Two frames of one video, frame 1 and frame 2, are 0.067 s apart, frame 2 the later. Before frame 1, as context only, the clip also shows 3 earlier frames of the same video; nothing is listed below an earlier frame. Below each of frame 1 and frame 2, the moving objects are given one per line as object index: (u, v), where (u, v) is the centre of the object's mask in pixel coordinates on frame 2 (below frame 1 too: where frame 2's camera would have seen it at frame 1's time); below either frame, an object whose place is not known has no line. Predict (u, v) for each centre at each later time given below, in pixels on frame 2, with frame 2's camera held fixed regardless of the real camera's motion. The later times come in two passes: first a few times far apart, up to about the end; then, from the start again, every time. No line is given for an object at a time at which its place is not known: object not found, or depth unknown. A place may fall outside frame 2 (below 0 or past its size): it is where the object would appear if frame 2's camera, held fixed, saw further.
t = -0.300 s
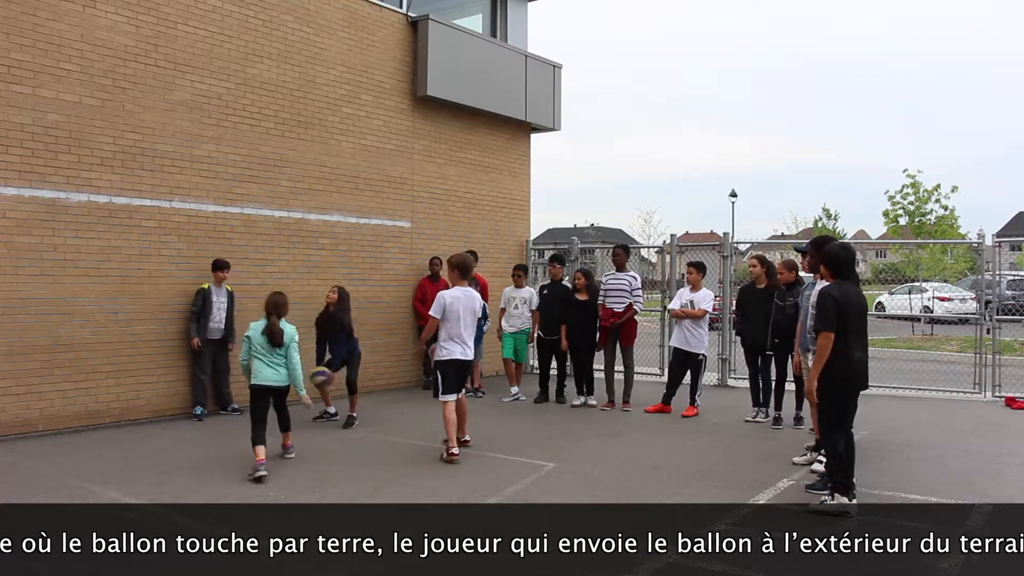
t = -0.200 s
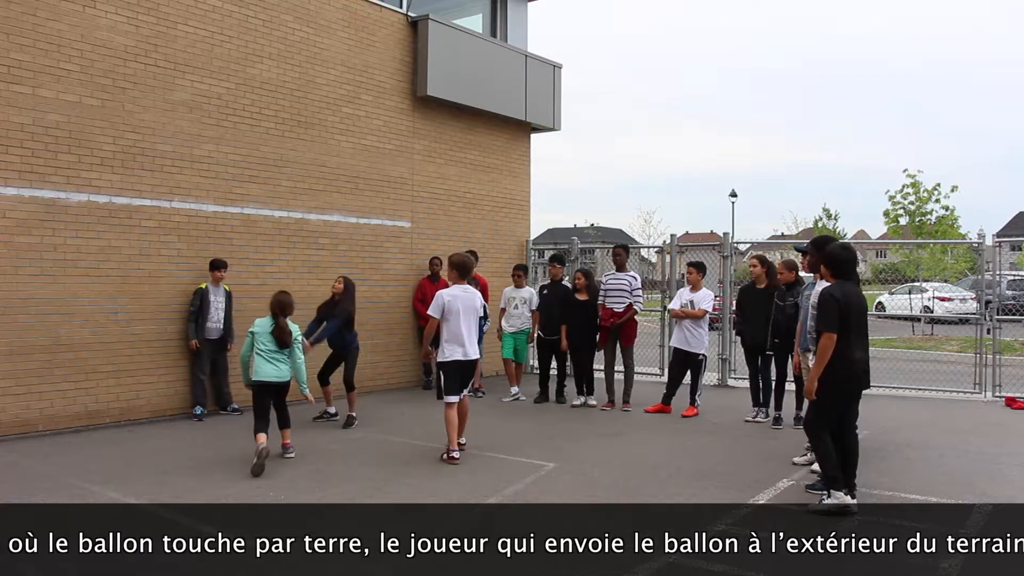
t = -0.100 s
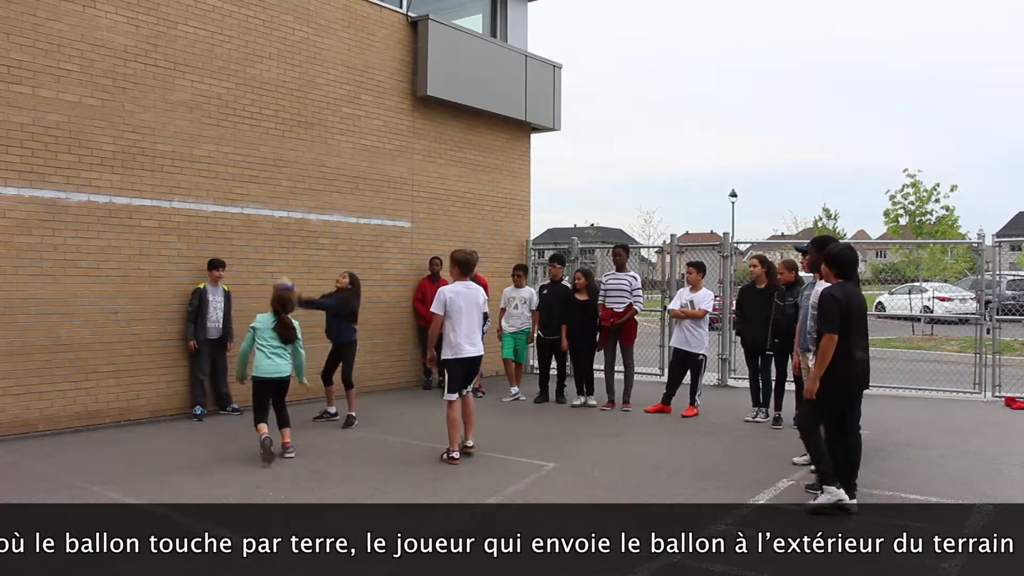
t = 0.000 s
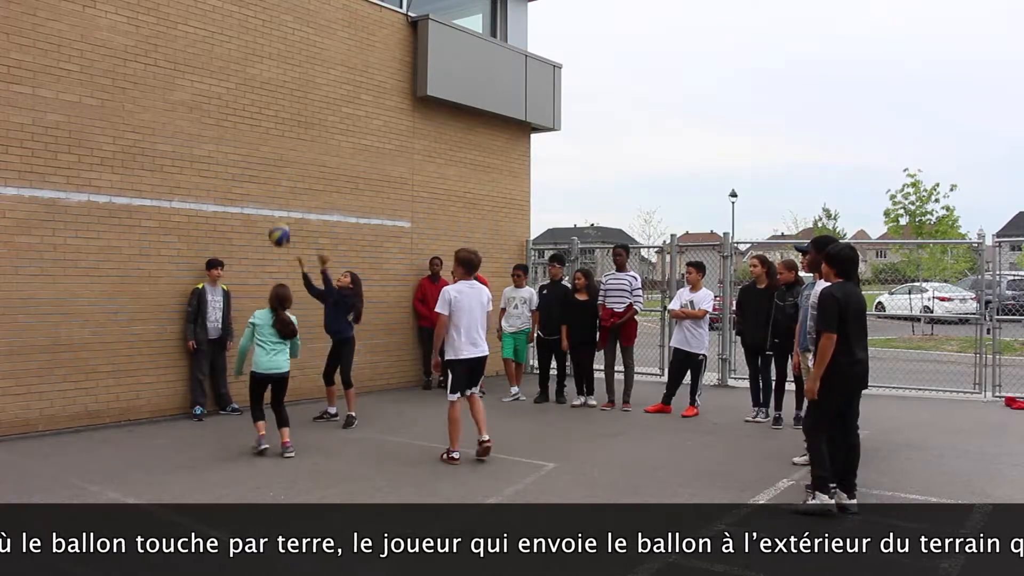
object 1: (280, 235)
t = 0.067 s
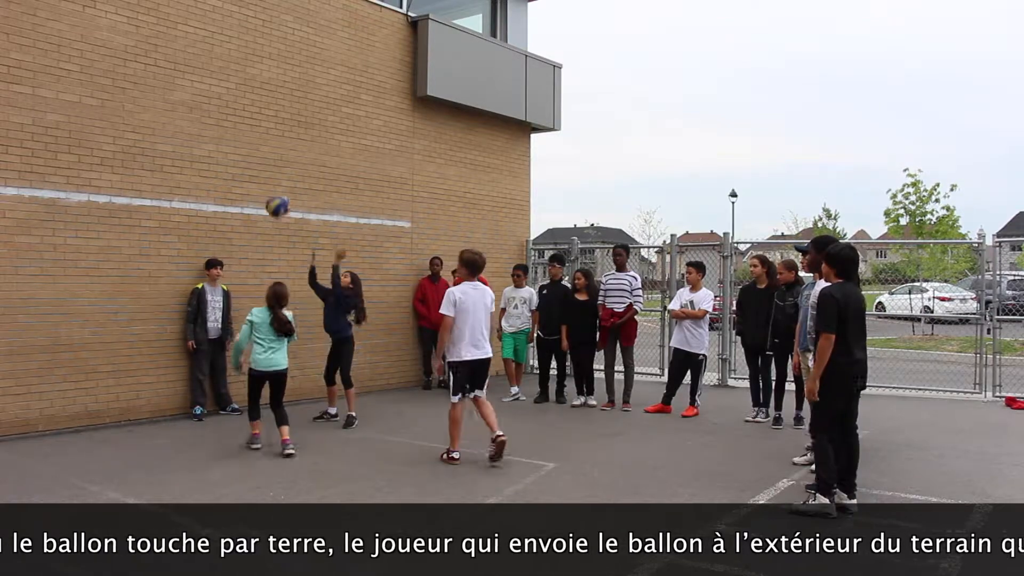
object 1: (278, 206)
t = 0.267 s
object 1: (269, 147)
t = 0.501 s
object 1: (258, 131)
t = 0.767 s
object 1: (241, 184)
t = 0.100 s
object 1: (276, 194)
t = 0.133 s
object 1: (275, 182)
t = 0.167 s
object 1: (273, 171)
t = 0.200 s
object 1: (272, 162)
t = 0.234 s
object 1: (270, 154)
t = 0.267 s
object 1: (269, 147)
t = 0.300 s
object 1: (267, 141)
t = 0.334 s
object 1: (266, 136)
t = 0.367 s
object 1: (264, 133)
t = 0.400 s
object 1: (263, 131)
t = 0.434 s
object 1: (261, 130)
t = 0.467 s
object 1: (260, 129)
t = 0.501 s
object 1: (258, 131)
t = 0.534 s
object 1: (256, 133)
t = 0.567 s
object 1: (254, 137)
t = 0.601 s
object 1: (252, 141)
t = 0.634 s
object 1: (250, 148)
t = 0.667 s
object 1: (248, 155)
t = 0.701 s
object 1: (246, 164)
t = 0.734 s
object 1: (244, 173)
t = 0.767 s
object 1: (241, 184)
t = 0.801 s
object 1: (240, 196)
